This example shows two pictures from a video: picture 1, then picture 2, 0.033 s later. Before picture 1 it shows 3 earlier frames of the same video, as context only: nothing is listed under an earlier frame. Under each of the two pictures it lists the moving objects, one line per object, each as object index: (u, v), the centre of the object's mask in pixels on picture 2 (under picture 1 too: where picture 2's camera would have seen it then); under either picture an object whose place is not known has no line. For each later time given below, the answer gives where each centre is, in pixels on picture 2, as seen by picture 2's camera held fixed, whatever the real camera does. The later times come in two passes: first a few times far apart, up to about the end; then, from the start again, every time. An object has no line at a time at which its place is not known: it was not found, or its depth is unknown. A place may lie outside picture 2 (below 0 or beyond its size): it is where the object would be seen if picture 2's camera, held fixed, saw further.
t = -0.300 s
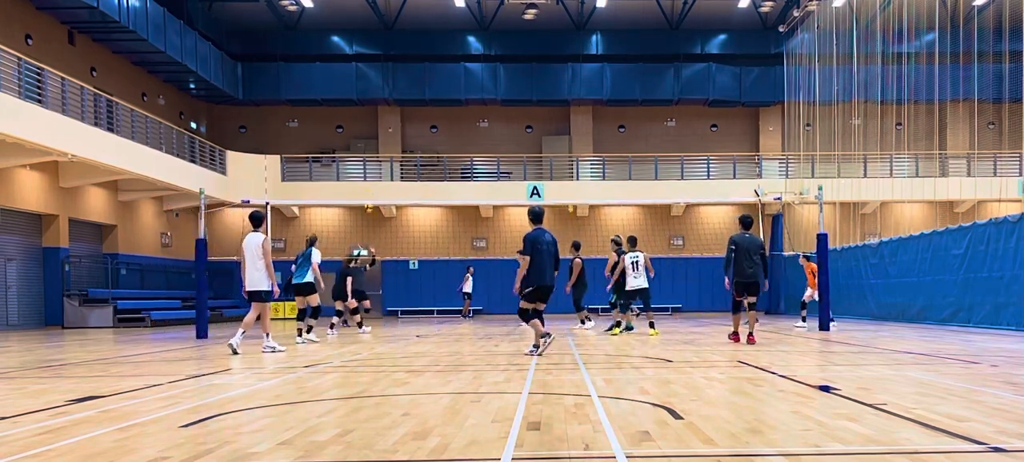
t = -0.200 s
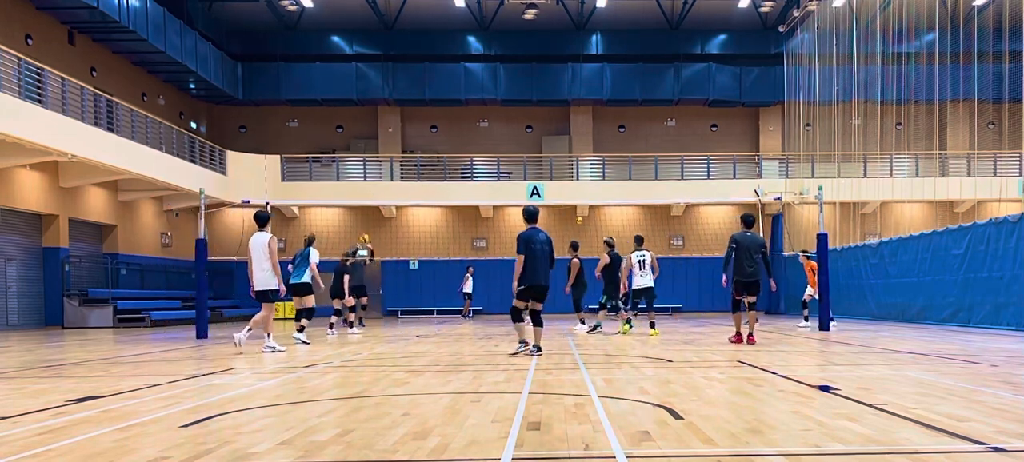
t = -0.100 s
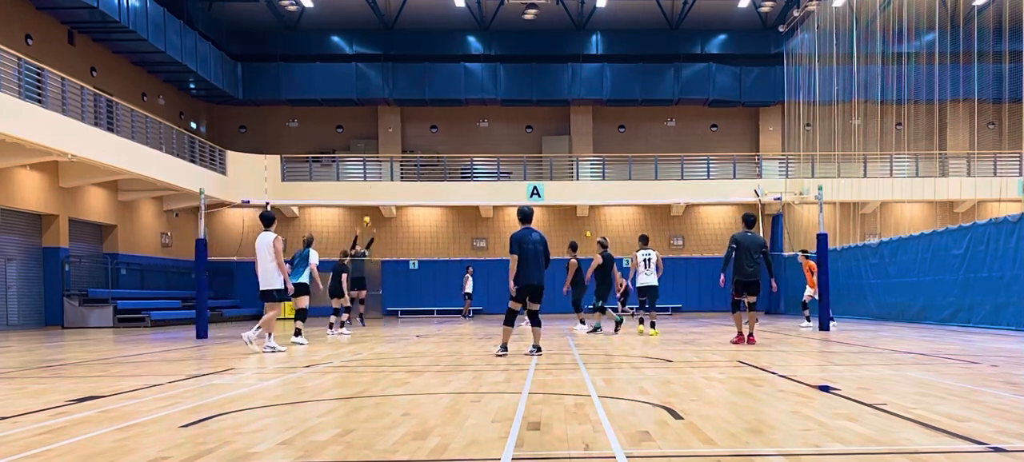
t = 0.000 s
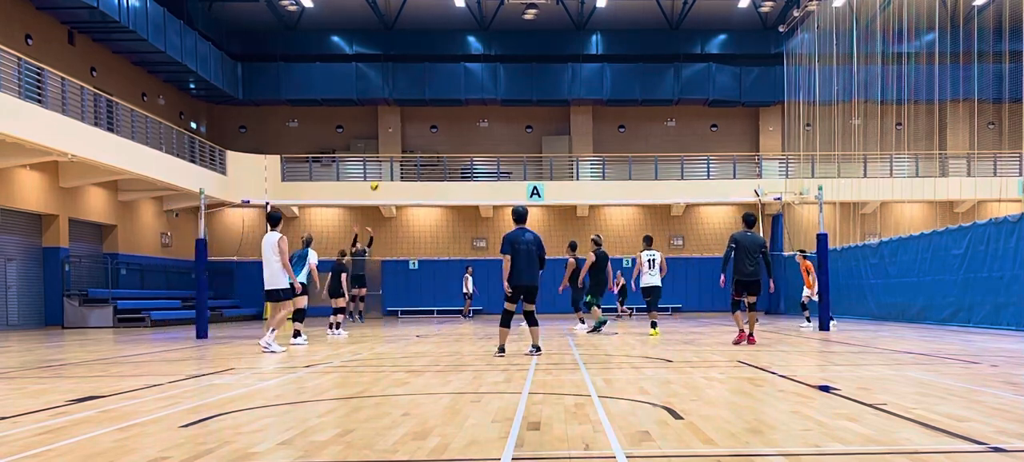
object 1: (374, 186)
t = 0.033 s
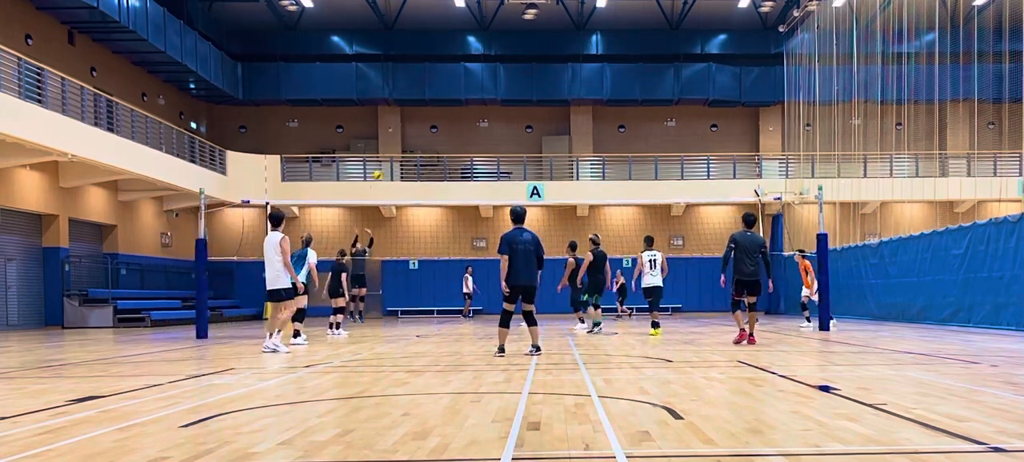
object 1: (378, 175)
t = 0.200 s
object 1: (391, 127)
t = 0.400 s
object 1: (407, 85)
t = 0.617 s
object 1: (426, 59)
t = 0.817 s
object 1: (444, 54)
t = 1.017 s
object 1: (463, 68)
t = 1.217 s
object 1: (482, 103)
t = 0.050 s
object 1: (379, 171)
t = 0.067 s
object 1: (380, 165)
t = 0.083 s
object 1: (381, 160)
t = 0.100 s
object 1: (383, 155)
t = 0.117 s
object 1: (384, 150)
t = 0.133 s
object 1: (386, 146)
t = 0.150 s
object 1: (387, 141)
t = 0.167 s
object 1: (389, 136)
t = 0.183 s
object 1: (390, 132)
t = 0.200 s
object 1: (391, 127)
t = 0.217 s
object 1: (392, 124)
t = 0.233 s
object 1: (394, 120)
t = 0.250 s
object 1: (395, 116)
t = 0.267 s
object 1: (397, 112)
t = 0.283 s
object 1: (398, 108)
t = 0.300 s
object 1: (399, 105)
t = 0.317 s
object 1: (401, 101)
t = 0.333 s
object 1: (402, 98)
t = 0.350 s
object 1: (403, 94)
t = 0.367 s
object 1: (404, 92)
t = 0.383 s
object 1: (406, 89)
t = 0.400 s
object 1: (407, 85)
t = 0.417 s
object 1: (409, 83)
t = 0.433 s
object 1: (410, 80)
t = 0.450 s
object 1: (412, 78)
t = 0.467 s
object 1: (413, 76)
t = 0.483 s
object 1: (415, 73)
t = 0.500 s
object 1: (416, 71)
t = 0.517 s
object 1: (417, 69)
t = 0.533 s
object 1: (419, 67)
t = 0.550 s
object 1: (421, 65)
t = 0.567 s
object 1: (422, 63)
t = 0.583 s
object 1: (423, 62)
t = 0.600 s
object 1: (424, 60)
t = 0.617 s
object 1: (426, 59)
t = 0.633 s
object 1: (428, 58)
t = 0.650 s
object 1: (429, 57)
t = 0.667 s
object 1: (431, 56)
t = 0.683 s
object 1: (432, 55)
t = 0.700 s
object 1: (434, 55)
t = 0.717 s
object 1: (435, 54)
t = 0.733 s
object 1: (437, 54)
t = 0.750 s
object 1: (438, 54)
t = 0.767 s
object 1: (440, 54)
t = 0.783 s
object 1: (441, 54)
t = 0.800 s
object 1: (443, 54)
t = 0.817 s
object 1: (444, 54)
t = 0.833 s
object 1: (446, 54)
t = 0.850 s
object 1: (447, 55)
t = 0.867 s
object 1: (449, 56)
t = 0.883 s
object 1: (450, 57)
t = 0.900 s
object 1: (452, 58)
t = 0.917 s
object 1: (454, 59)
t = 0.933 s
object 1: (455, 60)
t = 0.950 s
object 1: (457, 61)
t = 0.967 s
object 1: (458, 63)
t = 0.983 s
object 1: (460, 64)
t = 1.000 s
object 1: (462, 67)
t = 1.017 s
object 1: (463, 68)
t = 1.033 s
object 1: (465, 70)
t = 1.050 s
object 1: (467, 73)
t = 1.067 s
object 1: (468, 75)
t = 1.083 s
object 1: (470, 77)
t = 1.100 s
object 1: (471, 80)
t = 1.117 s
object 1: (473, 83)
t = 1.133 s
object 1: (474, 86)
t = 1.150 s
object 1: (476, 89)
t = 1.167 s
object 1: (477, 92)
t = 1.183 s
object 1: (479, 96)
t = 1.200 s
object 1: (481, 99)
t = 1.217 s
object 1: (482, 103)
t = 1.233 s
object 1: (484, 107)
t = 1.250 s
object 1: (486, 111)
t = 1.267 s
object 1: (487, 115)
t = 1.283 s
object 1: (489, 119)
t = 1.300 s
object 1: (491, 123)
